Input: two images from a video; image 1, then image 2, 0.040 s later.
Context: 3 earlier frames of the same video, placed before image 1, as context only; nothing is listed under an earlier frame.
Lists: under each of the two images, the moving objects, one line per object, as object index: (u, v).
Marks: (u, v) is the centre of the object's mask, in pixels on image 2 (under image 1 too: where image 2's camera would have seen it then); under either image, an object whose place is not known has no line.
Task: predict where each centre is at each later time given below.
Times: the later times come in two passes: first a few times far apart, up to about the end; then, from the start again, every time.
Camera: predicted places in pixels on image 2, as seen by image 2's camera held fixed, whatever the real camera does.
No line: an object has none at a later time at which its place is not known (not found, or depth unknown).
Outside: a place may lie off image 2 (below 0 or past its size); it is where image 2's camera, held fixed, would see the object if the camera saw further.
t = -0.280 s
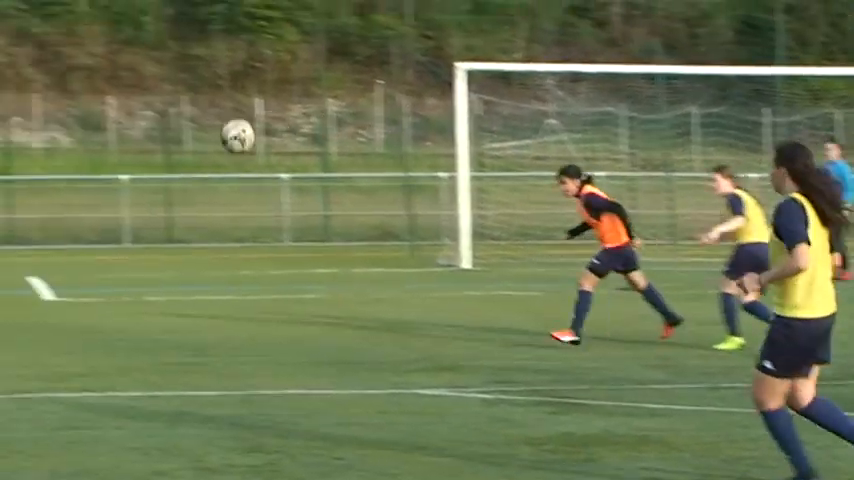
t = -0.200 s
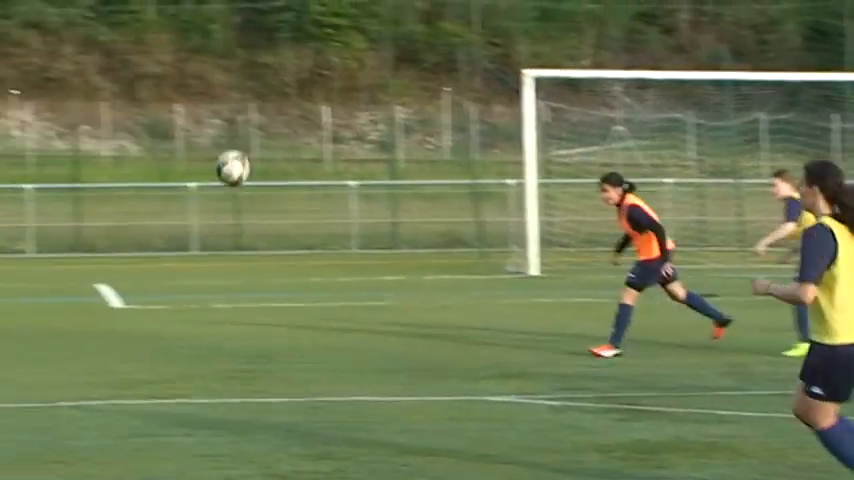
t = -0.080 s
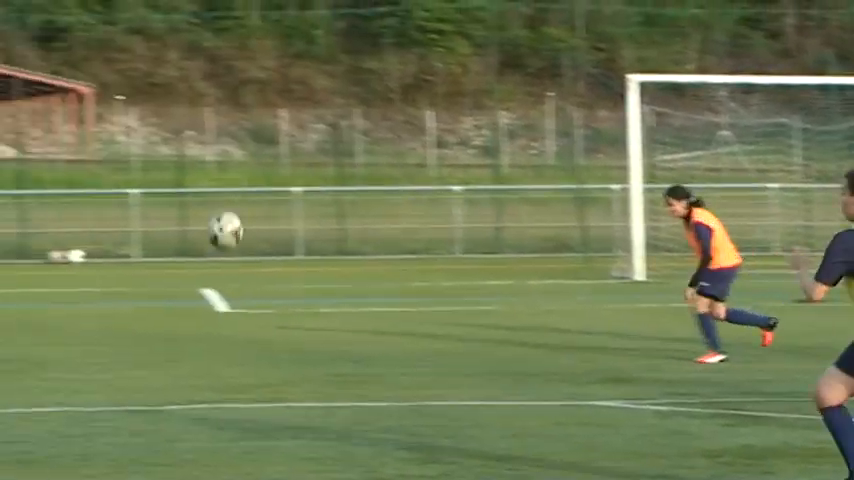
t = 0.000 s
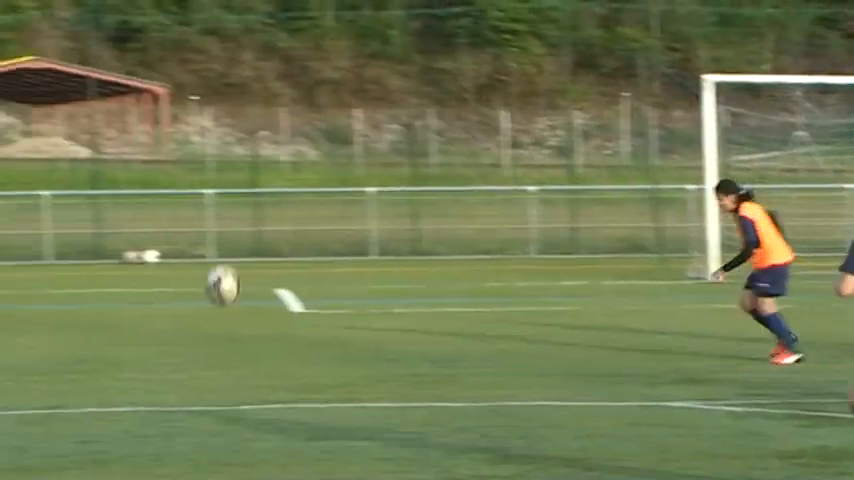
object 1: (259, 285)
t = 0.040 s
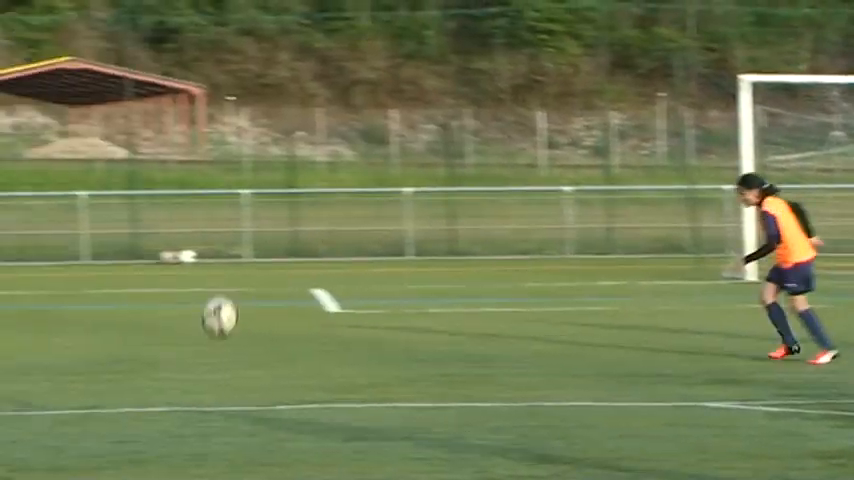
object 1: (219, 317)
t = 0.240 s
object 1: (59, 373)
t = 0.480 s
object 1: (-64, 276)
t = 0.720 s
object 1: (-192, 277)
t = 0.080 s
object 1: (178, 353)
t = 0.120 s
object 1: (136, 392)
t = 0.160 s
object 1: (98, 426)
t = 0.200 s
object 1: (78, 399)
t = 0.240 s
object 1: (59, 373)
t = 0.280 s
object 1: (40, 351)
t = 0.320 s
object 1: (19, 331)
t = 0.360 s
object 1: (-1, 313)
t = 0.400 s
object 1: (-21, 298)
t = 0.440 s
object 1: (-43, 286)
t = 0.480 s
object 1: (-64, 276)
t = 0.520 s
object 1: (-85, 269)
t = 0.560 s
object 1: (-106, 264)
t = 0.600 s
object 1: (-128, 263)
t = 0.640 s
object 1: (-149, 265)
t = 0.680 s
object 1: (-170, 269)
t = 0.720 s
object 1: (-192, 277)
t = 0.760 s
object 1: (-213, 288)
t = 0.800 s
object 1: (-234, 303)
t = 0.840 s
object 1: (-256, 320)
